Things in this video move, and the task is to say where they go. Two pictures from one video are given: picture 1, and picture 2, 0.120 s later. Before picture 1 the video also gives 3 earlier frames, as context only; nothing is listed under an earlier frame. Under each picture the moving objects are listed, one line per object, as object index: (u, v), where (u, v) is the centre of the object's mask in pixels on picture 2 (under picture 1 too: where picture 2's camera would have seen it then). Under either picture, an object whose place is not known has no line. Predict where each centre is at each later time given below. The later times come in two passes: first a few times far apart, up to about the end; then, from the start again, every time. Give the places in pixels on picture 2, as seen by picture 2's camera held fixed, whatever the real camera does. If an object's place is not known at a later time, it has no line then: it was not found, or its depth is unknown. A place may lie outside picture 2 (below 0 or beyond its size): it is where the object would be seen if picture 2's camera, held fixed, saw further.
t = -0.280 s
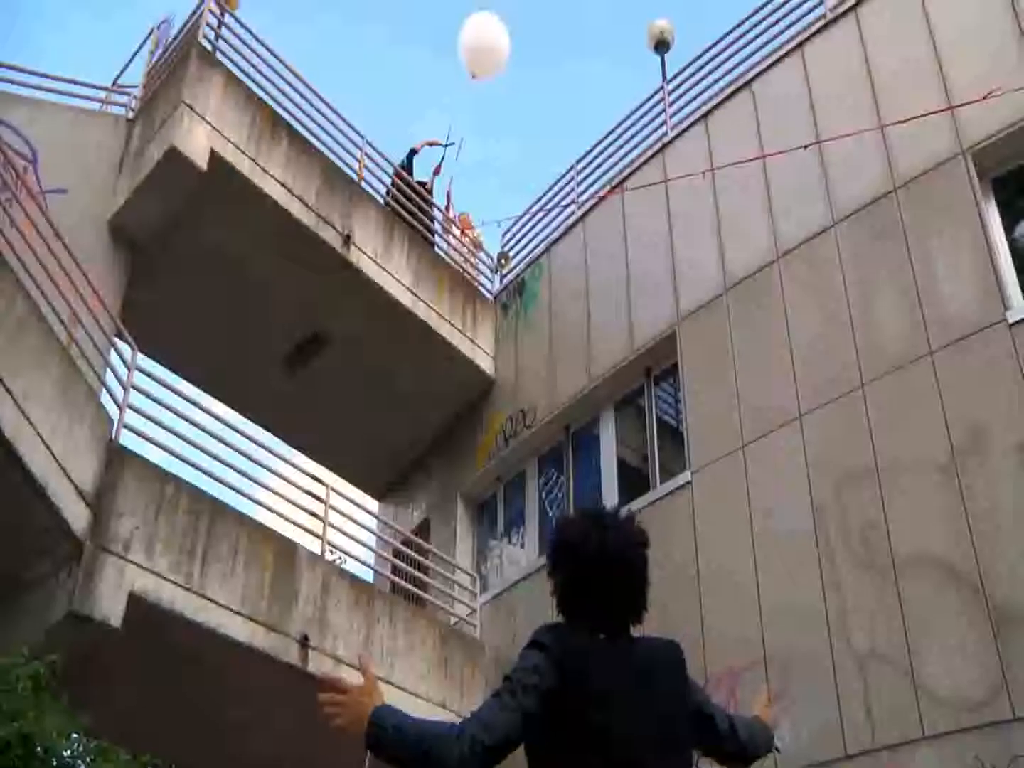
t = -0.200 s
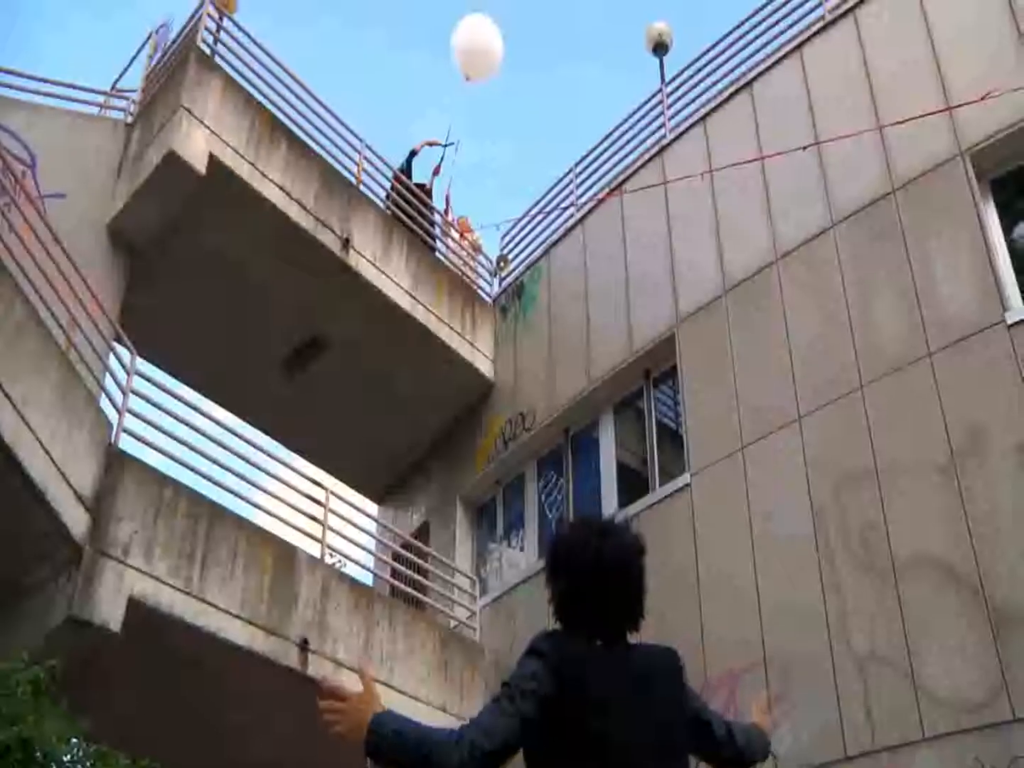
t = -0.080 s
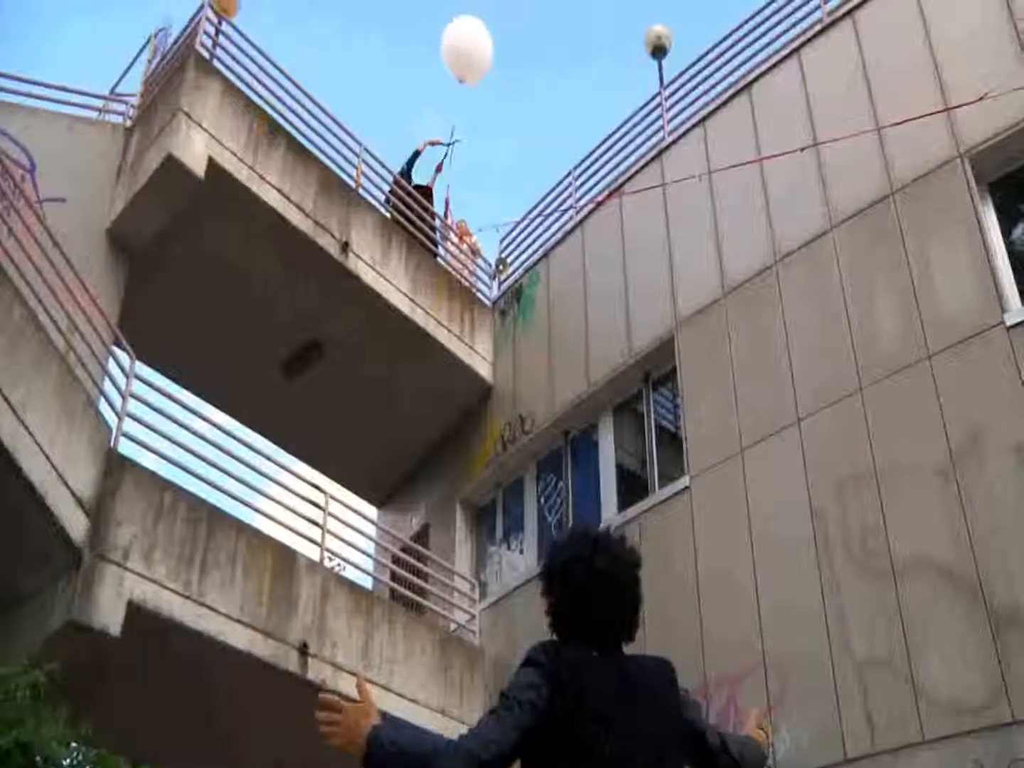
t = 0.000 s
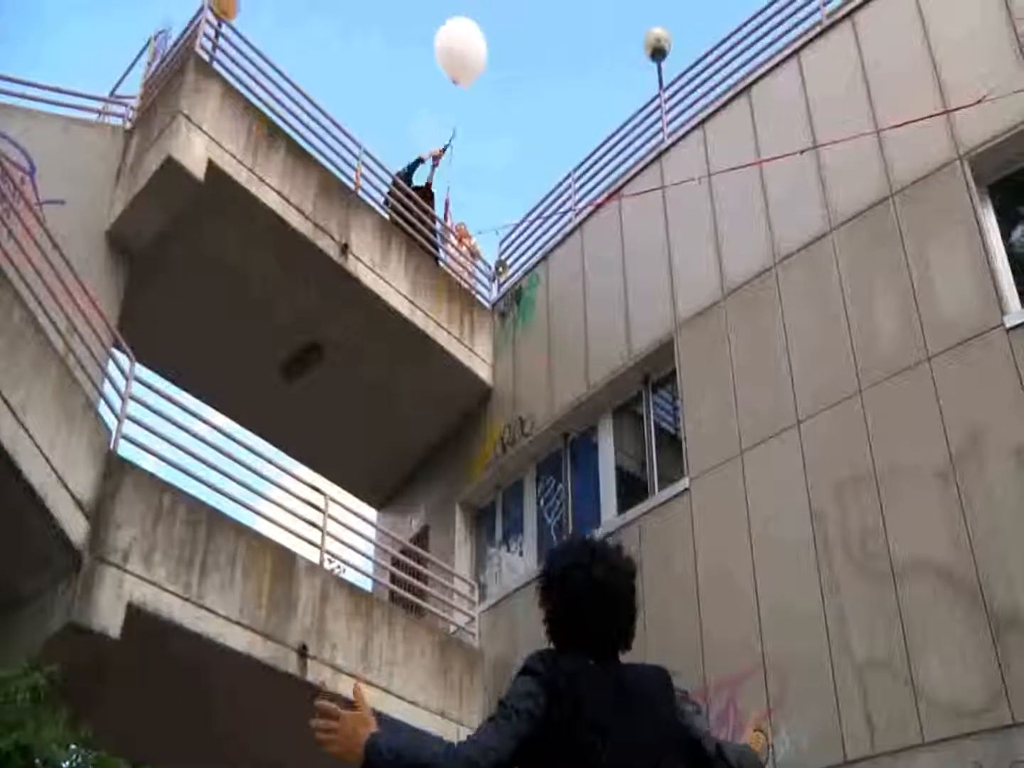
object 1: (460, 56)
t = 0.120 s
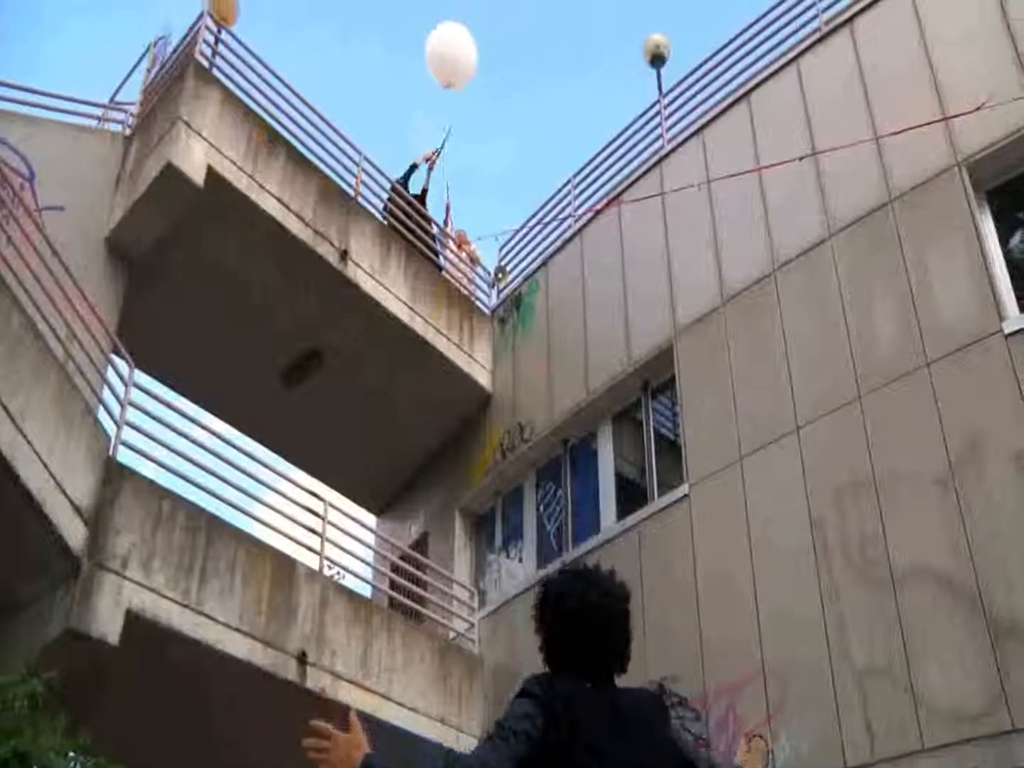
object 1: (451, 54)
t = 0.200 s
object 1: (446, 53)
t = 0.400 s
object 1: (431, 58)
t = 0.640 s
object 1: (414, 73)
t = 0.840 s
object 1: (402, 78)
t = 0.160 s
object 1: (449, 55)
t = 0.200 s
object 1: (446, 53)
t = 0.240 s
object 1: (442, 53)
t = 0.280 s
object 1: (439, 53)
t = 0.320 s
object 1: (436, 54)
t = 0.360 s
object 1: (434, 55)
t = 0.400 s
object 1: (431, 58)
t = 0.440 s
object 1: (428, 61)
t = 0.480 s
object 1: (426, 64)
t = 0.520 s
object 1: (422, 67)
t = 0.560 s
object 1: (420, 69)
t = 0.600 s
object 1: (417, 72)
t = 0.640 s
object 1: (414, 73)
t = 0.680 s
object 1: (411, 75)
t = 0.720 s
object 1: (408, 75)
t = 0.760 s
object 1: (406, 76)
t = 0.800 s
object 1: (404, 77)
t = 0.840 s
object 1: (402, 78)
